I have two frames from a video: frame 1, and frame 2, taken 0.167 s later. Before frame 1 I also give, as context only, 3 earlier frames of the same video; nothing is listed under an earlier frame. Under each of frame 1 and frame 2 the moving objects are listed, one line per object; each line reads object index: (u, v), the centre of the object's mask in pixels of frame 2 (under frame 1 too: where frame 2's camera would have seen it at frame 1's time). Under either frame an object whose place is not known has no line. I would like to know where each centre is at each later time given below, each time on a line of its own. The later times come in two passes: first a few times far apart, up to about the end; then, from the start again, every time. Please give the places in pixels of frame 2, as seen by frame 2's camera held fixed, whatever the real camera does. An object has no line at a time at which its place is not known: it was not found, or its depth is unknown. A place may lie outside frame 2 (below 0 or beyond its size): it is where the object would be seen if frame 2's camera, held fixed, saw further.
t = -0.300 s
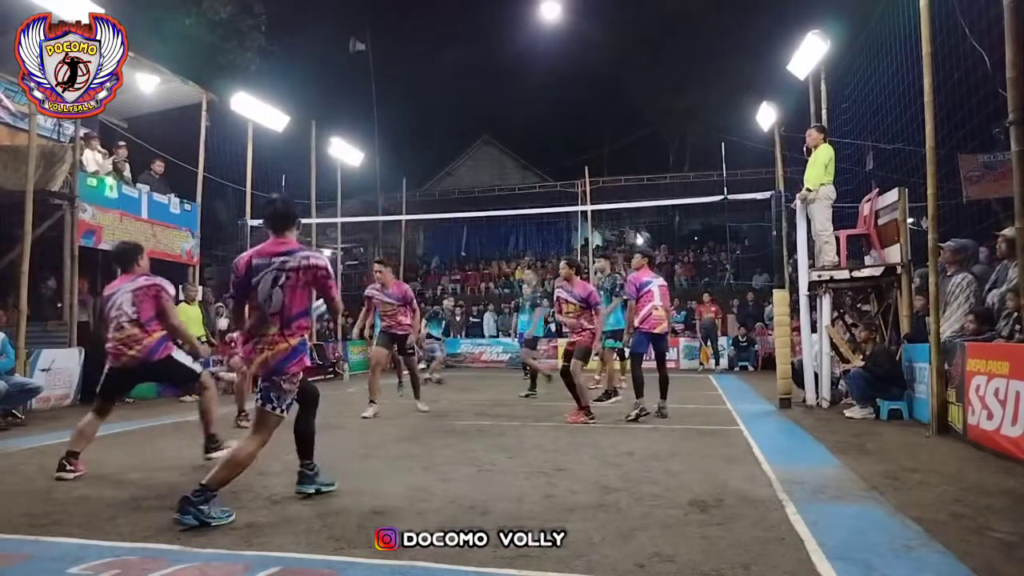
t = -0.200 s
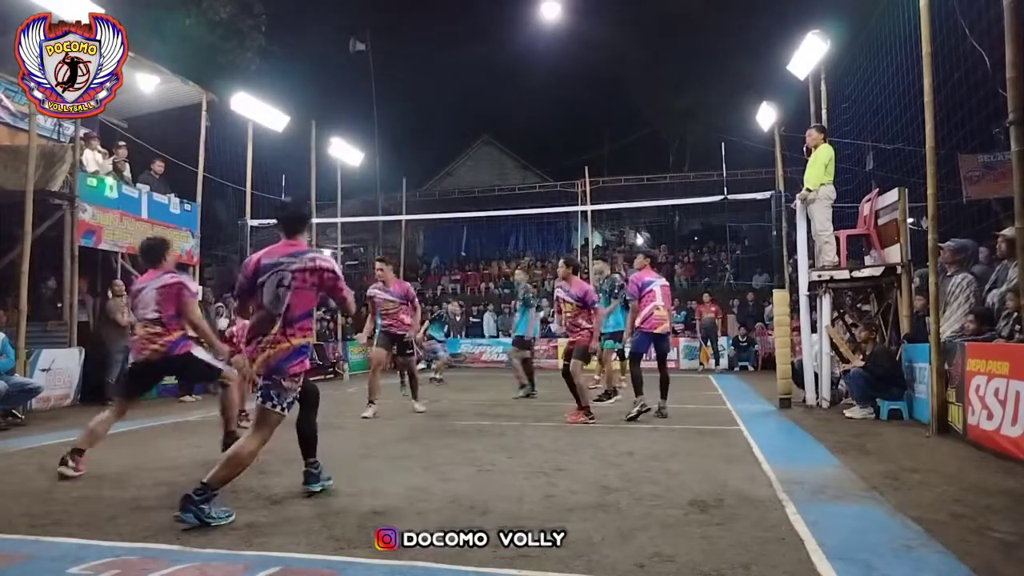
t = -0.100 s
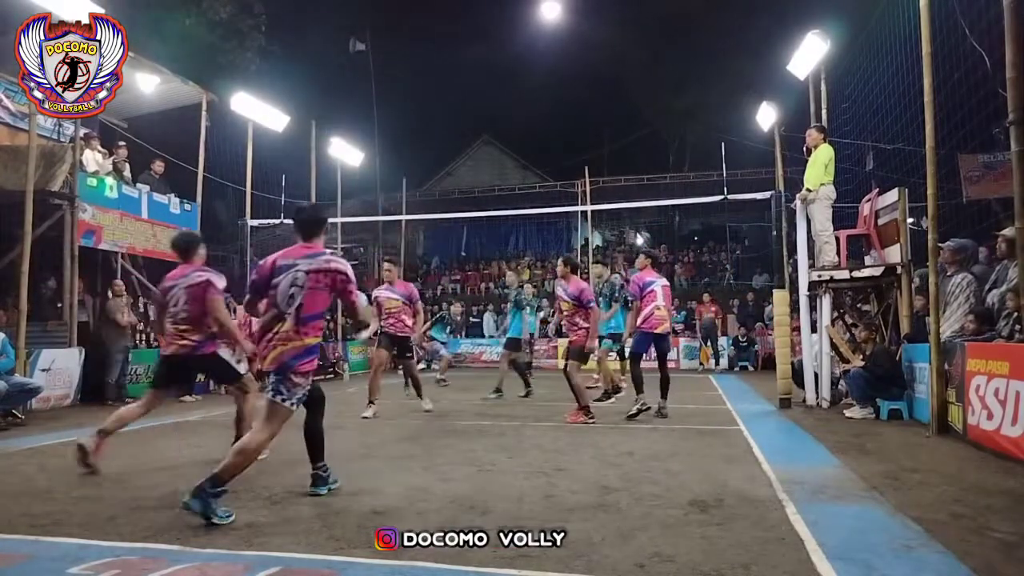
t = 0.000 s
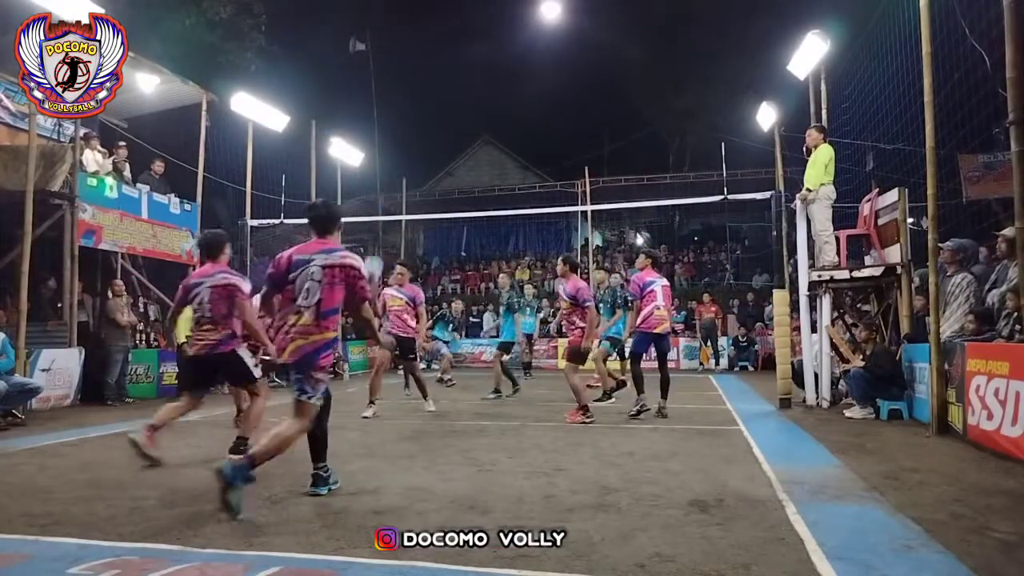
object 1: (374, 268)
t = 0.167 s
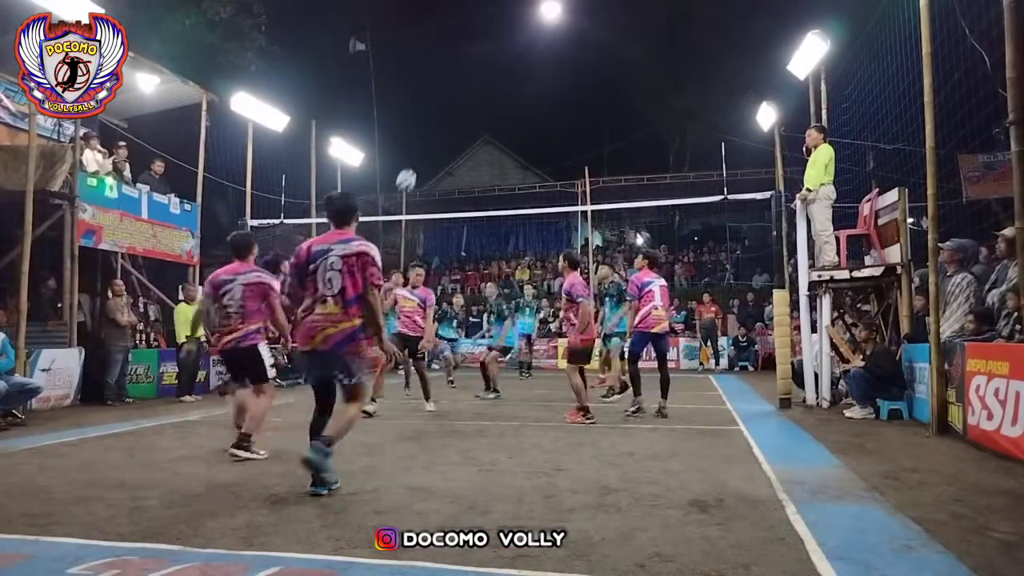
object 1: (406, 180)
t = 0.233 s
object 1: (417, 156)
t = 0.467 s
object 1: (445, 113)
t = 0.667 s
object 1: (464, 113)
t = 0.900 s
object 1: (484, 139)
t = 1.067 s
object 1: (496, 172)
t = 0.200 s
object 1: (412, 168)
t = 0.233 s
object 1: (417, 156)
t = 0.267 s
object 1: (422, 147)
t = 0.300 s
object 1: (427, 139)
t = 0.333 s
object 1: (431, 131)
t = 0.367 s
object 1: (435, 125)
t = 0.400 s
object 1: (438, 120)
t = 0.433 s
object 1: (442, 116)
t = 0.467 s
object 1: (445, 113)
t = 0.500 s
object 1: (449, 111)
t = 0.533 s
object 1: (452, 110)
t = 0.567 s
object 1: (455, 110)
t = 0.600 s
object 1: (458, 110)
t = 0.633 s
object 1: (461, 111)
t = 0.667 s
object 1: (464, 113)
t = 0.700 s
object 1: (467, 115)
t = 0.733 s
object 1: (470, 117)
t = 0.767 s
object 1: (473, 121)
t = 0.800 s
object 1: (476, 124)
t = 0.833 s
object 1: (478, 129)
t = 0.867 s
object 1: (481, 133)
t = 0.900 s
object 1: (484, 139)
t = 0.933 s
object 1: (486, 144)
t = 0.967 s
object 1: (488, 150)
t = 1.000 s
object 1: (491, 157)
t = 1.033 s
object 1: (493, 164)
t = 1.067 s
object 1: (496, 172)
